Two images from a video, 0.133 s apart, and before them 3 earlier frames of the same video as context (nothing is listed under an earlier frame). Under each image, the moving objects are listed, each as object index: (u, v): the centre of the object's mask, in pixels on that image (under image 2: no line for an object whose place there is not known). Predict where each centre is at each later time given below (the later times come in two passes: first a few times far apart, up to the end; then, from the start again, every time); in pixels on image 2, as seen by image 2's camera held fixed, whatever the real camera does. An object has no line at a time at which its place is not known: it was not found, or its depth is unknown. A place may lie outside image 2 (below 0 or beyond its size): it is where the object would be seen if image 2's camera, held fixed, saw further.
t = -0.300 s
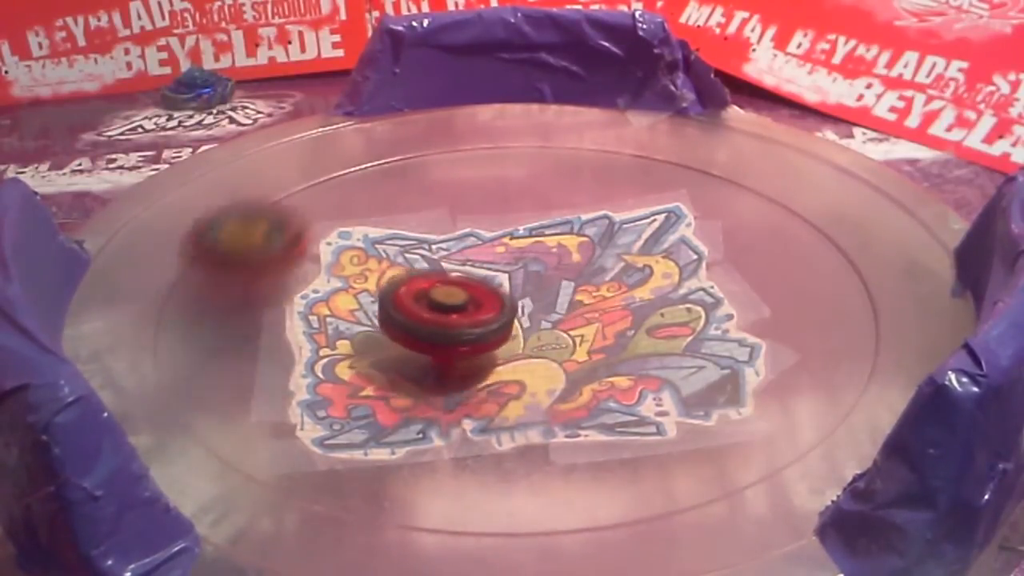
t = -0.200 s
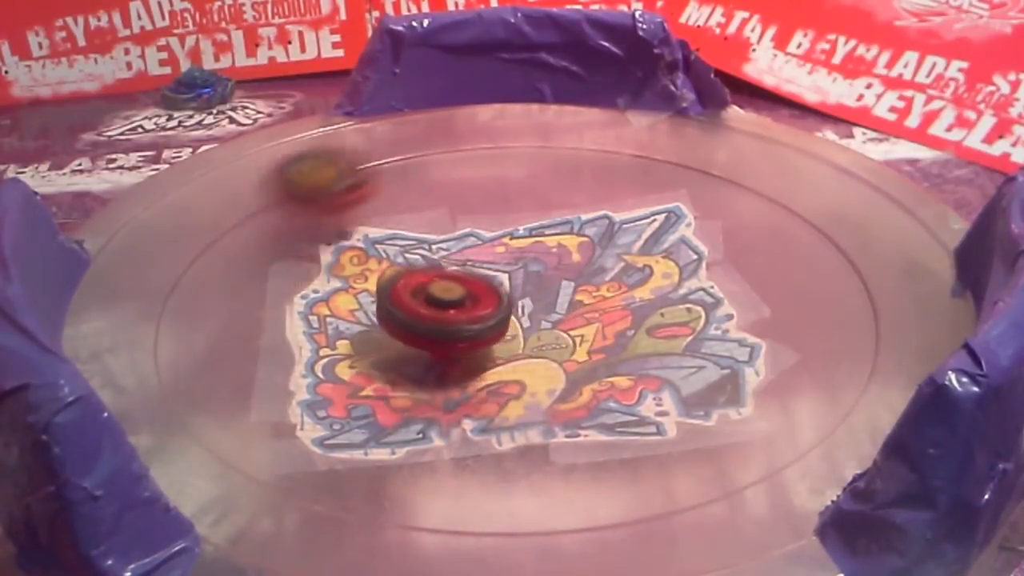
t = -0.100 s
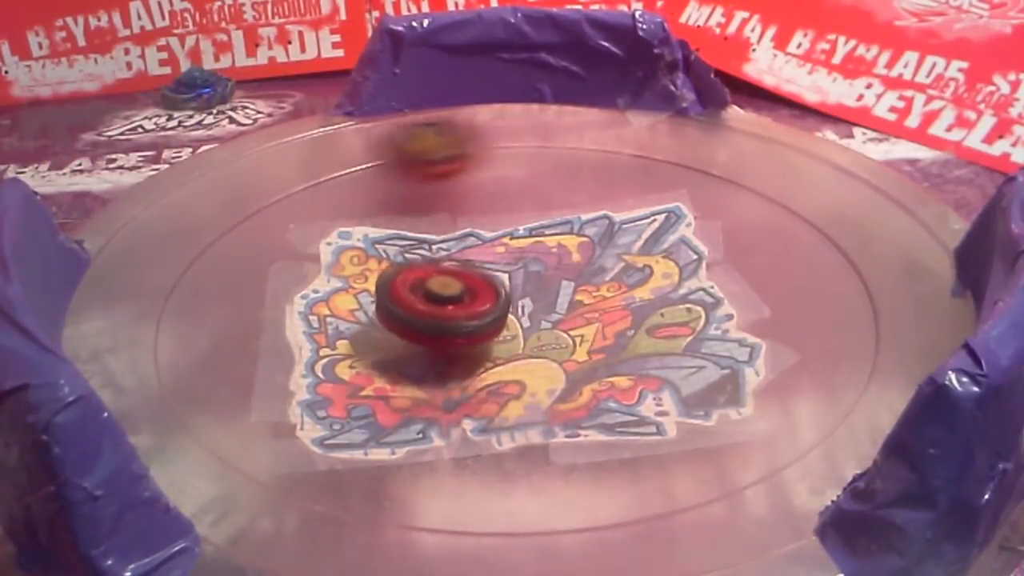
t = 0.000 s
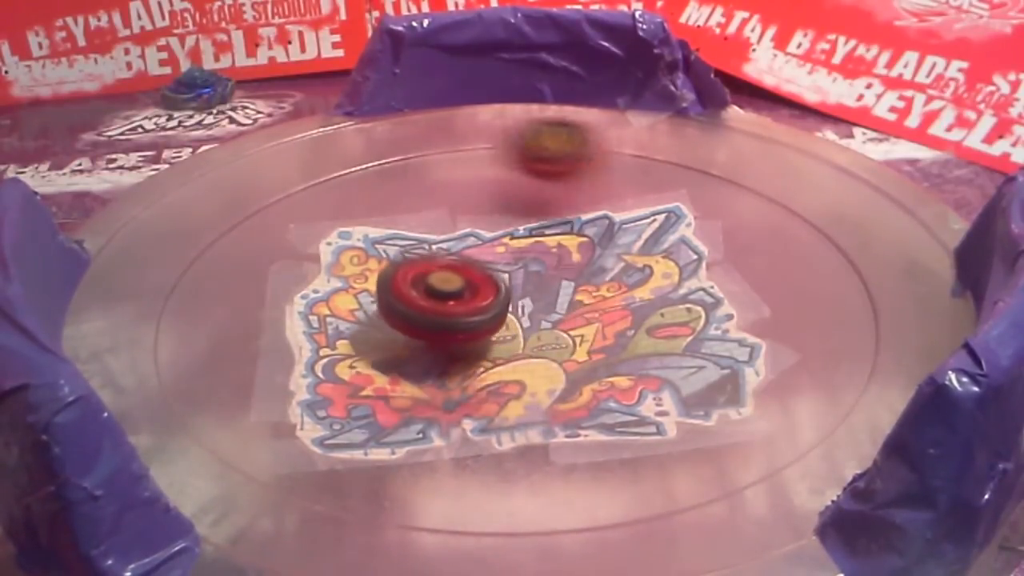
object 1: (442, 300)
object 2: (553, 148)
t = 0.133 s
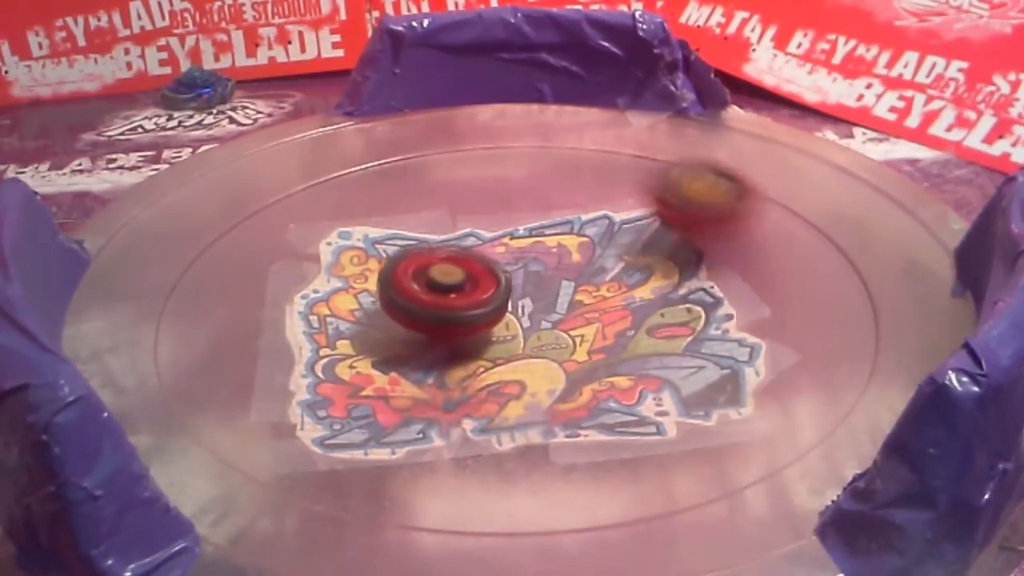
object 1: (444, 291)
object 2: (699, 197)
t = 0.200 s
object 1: (446, 288)
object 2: (749, 245)
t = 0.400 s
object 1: (459, 276)
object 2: (636, 409)
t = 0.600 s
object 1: (478, 267)
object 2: (271, 399)
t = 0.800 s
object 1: (499, 267)
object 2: (240, 248)
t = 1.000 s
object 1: (519, 268)
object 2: (456, 173)
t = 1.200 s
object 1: (537, 273)
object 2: (695, 216)
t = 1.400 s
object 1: (549, 279)
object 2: (755, 367)
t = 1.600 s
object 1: (560, 283)
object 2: (433, 441)
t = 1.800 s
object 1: (564, 294)
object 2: (257, 317)
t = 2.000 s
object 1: (563, 304)
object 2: (413, 199)
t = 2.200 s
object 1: (556, 312)
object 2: (653, 185)
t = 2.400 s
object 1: (544, 321)
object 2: (789, 294)
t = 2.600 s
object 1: (532, 327)
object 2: (555, 420)
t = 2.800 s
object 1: (514, 330)
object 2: (287, 344)
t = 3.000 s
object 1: (495, 326)
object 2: (359, 206)
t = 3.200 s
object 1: (479, 320)
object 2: (575, 168)
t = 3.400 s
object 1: (467, 313)
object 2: (733, 267)
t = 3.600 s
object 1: (460, 302)
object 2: (582, 408)
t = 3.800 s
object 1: (459, 294)
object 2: (281, 364)
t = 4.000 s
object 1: (462, 286)
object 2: (309, 228)
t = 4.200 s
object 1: (475, 279)
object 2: (527, 187)
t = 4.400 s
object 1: (494, 275)
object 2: (711, 264)
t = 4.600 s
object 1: (514, 273)
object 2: (637, 407)
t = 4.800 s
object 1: (535, 274)
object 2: (336, 397)
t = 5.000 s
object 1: (548, 278)
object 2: (320, 267)
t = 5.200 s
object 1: (559, 282)
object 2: (519, 198)
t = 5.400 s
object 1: (566, 292)
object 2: (717, 240)
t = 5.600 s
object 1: (566, 301)
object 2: (685, 380)
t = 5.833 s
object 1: (559, 310)
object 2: (361, 377)
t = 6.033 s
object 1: (544, 318)
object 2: (345, 249)
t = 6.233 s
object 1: (528, 326)
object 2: (530, 182)
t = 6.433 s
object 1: (511, 327)
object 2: (699, 249)
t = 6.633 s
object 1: (494, 326)
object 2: (614, 385)
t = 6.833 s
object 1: (476, 321)
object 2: (348, 373)
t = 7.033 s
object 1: (461, 315)
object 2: (318, 254)
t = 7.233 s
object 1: (453, 306)
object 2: (504, 213)
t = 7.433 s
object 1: (454, 295)
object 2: (683, 273)
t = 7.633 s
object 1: (460, 288)
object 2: (614, 395)
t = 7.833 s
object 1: (474, 281)
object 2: (350, 387)
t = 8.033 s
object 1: (494, 277)
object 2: (343, 270)
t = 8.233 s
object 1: (517, 278)
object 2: (532, 202)
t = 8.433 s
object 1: (541, 280)
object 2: (706, 253)
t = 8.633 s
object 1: (557, 282)
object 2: (641, 380)
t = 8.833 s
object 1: (569, 289)
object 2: (385, 370)
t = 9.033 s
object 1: (573, 298)
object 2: (355, 252)
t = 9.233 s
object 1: (571, 307)
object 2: (524, 197)
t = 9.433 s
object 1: (559, 314)
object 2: (678, 265)
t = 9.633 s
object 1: (432, 325)
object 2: (790, 358)
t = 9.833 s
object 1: (417, 334)
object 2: (607, 449)
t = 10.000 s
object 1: (415, 326)
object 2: (398, 410)
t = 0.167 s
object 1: (444, 290)
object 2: (727, 219)
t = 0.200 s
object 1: (446, 288)
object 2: (749, 245)
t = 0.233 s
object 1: (448, 286)
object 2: (760, 271)
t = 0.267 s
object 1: (450, 283)
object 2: (763, 305)
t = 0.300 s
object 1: (451, 282)
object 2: (754, 332)
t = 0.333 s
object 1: (454, 280)
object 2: (729, 367)
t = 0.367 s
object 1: (456, 278)
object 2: (686, 394)
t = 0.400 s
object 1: (459, 276)
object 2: (636, 409)
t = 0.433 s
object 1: (461, 274)
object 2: (580, 425)
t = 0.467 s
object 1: (465, 273)
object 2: (508, 434)
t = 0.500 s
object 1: (468, 272)
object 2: (446, 435)
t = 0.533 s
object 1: (471, 270)
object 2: (381, 427)
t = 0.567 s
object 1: (474, 268)
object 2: (327, 418)
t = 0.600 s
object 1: (478, 267)
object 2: (271, 399)
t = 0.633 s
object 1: (481, 267)
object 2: (236, 374)
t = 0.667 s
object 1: (485, 267)
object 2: (219, 355)
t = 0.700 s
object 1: (488, 267)
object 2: (208, 323)
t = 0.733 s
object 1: (492, 267)
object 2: (209, 295)
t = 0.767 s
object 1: (496, 267)
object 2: (220, 272)
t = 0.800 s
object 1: (499, 267)
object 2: (240, 248)
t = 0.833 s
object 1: (503, 267)
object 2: (267, 227)
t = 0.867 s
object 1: (506, 268)
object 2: (300, 210)
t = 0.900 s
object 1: (510, 267)
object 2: (335, 197)
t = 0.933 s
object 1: (513, 267)
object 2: (375, 185)
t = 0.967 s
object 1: (516, 267)
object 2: (413, 178)
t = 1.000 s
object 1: (519, 268)
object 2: (456, 173)
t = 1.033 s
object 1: (522, 269)
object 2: (499, 173)
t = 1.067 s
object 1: (525, 270)
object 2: (542, 175)
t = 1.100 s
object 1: (528, 271)
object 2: (585, 182)
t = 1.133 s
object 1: (531, 273)
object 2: (623, 192)
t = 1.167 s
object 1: (534, 272)
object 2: (664, 204)
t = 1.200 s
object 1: (537, 273)
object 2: (695, 216)
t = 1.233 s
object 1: (539, 274)
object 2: (728, 238)
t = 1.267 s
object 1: (541, 274)
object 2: (751, 257)
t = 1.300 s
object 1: (544, 276)
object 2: (768, 282)
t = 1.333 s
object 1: (545, 277)
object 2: (775, 307)
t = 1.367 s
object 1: (547, 278)
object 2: (771, 334)
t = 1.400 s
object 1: (549, 279)
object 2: (755, 367)
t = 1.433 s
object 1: (551, 280)
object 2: (725, 393)
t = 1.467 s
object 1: (553, 280)
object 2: (682, 412)
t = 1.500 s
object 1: (555, 281)
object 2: (621, 429)
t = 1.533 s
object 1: (557, 282)
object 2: (556, 443)
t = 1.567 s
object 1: (558, 283)
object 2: (493, 444)
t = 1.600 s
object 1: (560, 283)
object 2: (433, 441)
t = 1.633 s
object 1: (561, 286)
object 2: (376, 426)
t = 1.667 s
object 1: (562, 287)
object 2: (335, 413)
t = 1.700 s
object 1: (563, 289)
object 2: (291, 392)
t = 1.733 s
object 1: (564, 291)
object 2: (266, 366)
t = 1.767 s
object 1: (564, 293)
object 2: (256, 347)
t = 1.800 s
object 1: (564, 294)
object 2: (257, 317)
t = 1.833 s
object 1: (565, 296)
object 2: (266, 293)
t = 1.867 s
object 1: (565, 297)
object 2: (284, 272)
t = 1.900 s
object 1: (565, 299)
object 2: (309, 250)
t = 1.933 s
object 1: (565, 300)
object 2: (343, 232)
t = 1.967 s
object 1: (564, 303)
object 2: (375, 212)
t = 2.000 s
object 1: (563, 304)
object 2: (413, 199)
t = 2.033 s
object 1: (563, 306)
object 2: (453, 185)
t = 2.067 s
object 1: (562, 307)
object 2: (492, 177)
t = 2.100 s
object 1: (561, 308)
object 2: (534, 173)
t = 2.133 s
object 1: (560, 310)
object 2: (573, 172)
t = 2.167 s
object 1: (558, 311)
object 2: (614, 179)
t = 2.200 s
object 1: (556, 312)
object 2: (653, 185)
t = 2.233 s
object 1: (553, 314)
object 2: (689, 194)
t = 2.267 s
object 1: (552, 315)
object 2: (720, 207)
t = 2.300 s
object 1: (549, 317)
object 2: (749, 224)
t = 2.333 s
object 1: (548, 318)
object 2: (771, 246)
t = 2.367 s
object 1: (546, 319)
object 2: (785, 268)
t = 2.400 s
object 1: (544, 321)
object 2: (789, 294)
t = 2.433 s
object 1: (542, 322)
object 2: (782, 322)
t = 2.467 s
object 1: (540, 323)
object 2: (762, 351)
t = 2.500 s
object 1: (538, 325)
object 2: (729, 377)
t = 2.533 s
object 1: (536, 326)
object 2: (677, 398)
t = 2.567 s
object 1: (534, 327)
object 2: (615, 411)
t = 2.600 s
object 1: (532, 327)
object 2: (555, 420)
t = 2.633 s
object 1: (530, 327)
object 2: (492, 419)
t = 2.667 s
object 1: (527, 330)
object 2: (437, 414)
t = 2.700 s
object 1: (524, 331)
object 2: (383, 403)
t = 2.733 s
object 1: (521, 331)
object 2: (346, 391)
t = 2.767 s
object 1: (517, 331)
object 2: (309, 366)
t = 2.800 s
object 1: (514, 330)
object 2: (287, 344)
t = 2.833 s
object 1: (511, 330)
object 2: (278, 317)
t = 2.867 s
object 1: (508, 329)
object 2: (277, 291)
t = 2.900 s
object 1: (505, 329)
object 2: (287, 268)
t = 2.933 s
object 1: (502, 328)
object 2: (305, 247)
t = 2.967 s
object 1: (499, 327)
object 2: (333, 223)
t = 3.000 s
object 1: (495, 326)
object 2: (359, 206)
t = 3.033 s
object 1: (493, 326)
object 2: (392, 187)
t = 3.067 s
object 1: (489, 325)
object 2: (427, 175)
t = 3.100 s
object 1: (487, 324)
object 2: (462, 168)
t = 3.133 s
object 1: (485, 323)
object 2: (500, 164)
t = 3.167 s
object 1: (482, 322)
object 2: (537, 164)
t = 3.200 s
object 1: (479, 320)
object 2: (575, 168)
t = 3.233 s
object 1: (476, 319)
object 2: (614, 177)
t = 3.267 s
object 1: (474, 318)
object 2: (647, 190)
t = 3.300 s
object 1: (472, 316)
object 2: (678, 205)
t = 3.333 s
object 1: (470, 315)
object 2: (704, 221)
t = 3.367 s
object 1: (469, 314)
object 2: (721, 243)
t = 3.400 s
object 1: (467, 313)
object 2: (733, 267)
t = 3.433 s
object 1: (466, 311)
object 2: (739, 293)
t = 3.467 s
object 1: (465, 310)
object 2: (732, 322)
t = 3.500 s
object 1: (463, 308)
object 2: (712, 350)
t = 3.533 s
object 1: (462, 306)
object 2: (674, 378)
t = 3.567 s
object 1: (461, 304)
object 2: (630, 394)
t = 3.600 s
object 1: (460, 302)
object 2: (582, 408)
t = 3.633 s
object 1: (460, 301)
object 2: (525, 414)
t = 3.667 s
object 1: (460, 299)
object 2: (467, 416)
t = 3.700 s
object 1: (459, 298)
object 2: (412, 407)
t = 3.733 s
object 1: (459, 297)
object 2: (360, 401)
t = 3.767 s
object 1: (459, 294)
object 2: (317, 385)
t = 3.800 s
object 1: (459, 294)
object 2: (281, 364)
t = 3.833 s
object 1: (459, 292)
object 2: (260, 346)
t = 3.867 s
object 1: (459, 290)
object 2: (251, 315)
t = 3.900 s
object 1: (460, 289)
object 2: (255, 290)
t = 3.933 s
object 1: (461, 288)
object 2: (263, 271)
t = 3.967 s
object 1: (462, 287)
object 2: (279, 255)
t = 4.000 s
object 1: (462, 286)
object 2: (309, 228)
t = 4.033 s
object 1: (464, 285)
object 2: (339, 215)
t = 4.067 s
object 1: (466, 284)
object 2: (370, 204)
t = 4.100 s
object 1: (468, 282)
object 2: (410, 193)
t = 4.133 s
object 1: (470, 281)
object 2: (447, 186)
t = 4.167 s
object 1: (472, 280)
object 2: (485, 184)
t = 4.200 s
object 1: (475, 279)
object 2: (527, 187)
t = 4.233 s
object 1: (478, 278)
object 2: (564, 191)
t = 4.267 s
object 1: (481, 278)
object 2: (599, 202)
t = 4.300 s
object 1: (485, 277)
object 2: (634, 214)
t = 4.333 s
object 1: (488, 277)
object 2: (665, 230)
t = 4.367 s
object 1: (491, 276)
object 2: (691, 246)
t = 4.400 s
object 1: (494, 275)
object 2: (711, 264)
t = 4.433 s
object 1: (497, 275)
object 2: (726, 287)
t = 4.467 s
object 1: (500, 275)
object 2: (733, 313)
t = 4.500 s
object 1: (504, 273)
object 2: (728, 337)
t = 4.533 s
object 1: (508, 273)
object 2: (713, 365)
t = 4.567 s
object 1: (510, 272)
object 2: (680, 388)
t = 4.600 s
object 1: (514, 273)
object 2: (637, 407)
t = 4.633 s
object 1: (518, 272)
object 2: (590, 419)
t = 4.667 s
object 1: (521, 272)
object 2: (532, 426)
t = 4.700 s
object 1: (525, 273)
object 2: (478, 427)
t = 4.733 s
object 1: (528, 273)
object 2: (420, 422)
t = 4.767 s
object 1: (532, 274)
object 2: (370, 408)
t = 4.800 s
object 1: (535, 274)
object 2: (336, 397)
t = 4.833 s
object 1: (537, 275)
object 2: (303, 377)
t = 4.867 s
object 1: (540, 276)
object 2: (286, 352)
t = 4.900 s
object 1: (542, 276)
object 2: (282, 327)
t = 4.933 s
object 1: (544, 277)
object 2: (285, 307)
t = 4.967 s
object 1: (545, 277)
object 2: (300, 286)
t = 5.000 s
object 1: (548, 278)
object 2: (320, 267)
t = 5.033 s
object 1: (550, 279)
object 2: (344, 250)
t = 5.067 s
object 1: (552, 280)
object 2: (372, 235)
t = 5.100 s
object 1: (554, 281)
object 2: (405, 221)
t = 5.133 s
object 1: (556, 281)
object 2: (443, 211)
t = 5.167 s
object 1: (558, 282)
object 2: (480, 204)
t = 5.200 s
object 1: (559, 282)
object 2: (519, 198)
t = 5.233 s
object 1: (560, 283)
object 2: (558, 195)
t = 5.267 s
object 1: (562, 286)
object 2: (594, 200)
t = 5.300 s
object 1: (562, 286)
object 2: (631, 211)
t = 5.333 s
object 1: (564, 289)
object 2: (664, 215)
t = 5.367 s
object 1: (565, 290)
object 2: (693, 225)
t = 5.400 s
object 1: (566, 292)
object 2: (717, 240)
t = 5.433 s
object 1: (567, 293)
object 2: (738, 258)
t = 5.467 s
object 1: (567, 295)
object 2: (751, 281)
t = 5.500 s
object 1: (567, 297)
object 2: (753, 306)
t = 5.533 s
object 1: (567, 298)
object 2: (746, 332)
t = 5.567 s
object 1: (566, 299)
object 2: (725, 359)
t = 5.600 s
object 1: (566, 301)
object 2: (685, 380)
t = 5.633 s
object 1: (565, 302)
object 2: (641, 392)
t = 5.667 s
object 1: (565, 303)
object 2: (593, 402)
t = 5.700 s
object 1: (565, 305)
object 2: (539, 412)
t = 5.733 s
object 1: (564, 306)
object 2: (493, 405)
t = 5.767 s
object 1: (563, 308)
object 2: (439, 402)
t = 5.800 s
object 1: (561, 311)
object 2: (394, 392)
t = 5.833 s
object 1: (559, 310)
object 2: (361, 377)
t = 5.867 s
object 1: (557, 311)
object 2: (334, 357)
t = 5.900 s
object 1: (554, 313)
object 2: (320, 335)
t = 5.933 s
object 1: (551, 315)
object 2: (311, 310)
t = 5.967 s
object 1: (548, 316)
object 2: (317, 289)
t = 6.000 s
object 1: (546, 317)
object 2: (328, 270)
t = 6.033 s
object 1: (544, 318)
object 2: (345, 249)
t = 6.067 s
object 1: (541, 320)
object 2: (368, 233)
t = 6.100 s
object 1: (539, 321)
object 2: (394, 218)
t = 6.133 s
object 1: (537, 322)
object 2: (426, 203)
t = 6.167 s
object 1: (533, 324)
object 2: (459, 194)
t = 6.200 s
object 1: (531, 324)
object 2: (495, 184)
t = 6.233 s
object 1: (528, 326)
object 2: (530, 182)
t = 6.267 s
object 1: (525, 327)
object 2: (566, 184)
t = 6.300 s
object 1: (522, 327)
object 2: (599, 193)
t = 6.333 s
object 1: (520, 328)
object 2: (632, 206)
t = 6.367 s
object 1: (517, 328)
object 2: (659, 216)
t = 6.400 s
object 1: (514, 327)
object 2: (685, 232)
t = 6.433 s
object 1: (511, 327)
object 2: (699, 249)
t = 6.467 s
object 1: (508, 327)
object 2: (712, 275)
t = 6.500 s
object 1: (505, 327)
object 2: (715, 297)
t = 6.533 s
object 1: (502, 326)
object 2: (706, 322)
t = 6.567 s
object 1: (499, 326)
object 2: (687, 348)
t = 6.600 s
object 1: (497, 326)
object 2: (657, 368)
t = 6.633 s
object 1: (494, 326)
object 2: (614, 385)
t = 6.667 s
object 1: (490, 323)
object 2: (568, 394)
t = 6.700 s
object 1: (487, 319)
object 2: (514, 399)
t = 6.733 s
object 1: (486, 320)
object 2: (471, 399)
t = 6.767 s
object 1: (484, 318)
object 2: (421, 397)
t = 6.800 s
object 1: (479, 322)
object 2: (380, 389)
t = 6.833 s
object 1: (476, 321)
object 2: (348, 373)
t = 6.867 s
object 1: (474, 320)
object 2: (314, 355)
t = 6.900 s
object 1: (471, 319)
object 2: (296, 330)
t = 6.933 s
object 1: (469, 318)
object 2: (287, 311)
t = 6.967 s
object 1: (466, 317)
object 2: (291, 290)
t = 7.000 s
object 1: (464, 316)
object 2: (302, 271)
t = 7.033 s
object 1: (461, 315)
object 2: (318, 254)
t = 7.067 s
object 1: (459, 312)
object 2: (342, 240)
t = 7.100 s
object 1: (458, 312)
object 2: (370, 229)
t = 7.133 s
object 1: (456, 310)
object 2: (402, 217)
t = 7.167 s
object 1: (455, 309)
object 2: (434, 213)
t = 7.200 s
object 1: (454, 307)
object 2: (470, 211)
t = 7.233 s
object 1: (453, 306)
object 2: (504, 213)
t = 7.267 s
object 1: (453, 303)
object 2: (538, 217)
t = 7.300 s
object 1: (453, 301)
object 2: (578, 218)
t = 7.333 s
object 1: (453, 300)
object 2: (611, 224)
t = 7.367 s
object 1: (454, 299)
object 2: (639, 234)
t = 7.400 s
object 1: (454, 297)
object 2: (664, 252)
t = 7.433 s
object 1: (454, 295)
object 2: (683, 273)
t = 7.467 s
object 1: (454, 294)
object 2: (694, 292)
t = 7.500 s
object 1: (455, 292)
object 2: (699, 315)
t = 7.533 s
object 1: (456, 291)
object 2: (696, 338)
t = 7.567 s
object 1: (458, 290)
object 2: (679, 358)
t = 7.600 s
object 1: (459, 289)
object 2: (653, 379)
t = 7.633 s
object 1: (460, 288)
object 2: (614, 395)
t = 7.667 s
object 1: (462, 287)
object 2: (573, 405)
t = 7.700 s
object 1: (464, 285)
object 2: (524, 410)
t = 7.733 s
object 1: (466, 284)
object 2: (473, 411)
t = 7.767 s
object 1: (468, 282)
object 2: (426, 404)
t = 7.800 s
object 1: (471, 282)
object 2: (383, 397)
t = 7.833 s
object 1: (474, 281)
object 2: (350, 387)
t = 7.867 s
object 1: (477, 280)
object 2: (324, 365)
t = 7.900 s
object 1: (480, 280)
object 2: (310, 346)
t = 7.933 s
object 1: (483, 279)
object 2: (307, 324)
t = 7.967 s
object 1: (487, 278)
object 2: (311, 305)
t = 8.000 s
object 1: (490, 278)
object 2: (326, 286)
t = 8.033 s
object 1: (494, 277)
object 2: (343, 270)
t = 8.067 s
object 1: (497, 276)
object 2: (369, 253)
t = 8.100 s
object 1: (500, 276)
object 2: (396, 245)
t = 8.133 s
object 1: (501, 286)
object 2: (426, 229)
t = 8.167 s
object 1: (506, 285)
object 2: (457, 218)
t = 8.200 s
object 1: (513, 279)
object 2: (495, 204)
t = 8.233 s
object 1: (517, 278)
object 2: (532, 202)
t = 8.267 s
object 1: (520, 278)
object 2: (572, 209)
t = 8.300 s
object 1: (524, 279)
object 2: (600, 216)
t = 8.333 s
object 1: (527, 279)
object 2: (634, 216)
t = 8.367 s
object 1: (533, 279)
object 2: (664, 230)
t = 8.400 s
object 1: (537, 280)
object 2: (690, 240)
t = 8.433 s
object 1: (541, 280)
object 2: (706, 253)
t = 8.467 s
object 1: (544, 280)
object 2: (721, 275)
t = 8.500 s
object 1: (548, 280)
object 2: (729, 298)
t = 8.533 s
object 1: (550, 280)
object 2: (723, 322)
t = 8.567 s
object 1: (553, 281)
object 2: (709, 343)
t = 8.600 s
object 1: (555, 281)
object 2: (674, 366)
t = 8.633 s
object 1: (557, 282)
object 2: (641, 380)
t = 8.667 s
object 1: (560, 282)
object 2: (598, 388)
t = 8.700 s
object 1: (562, 283)
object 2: (551, 396)
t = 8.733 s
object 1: (564, 283)
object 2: (500, 395)
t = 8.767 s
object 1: (566, 284)
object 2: (458, 392)
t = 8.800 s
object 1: (568, 286)
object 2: (418, 383)
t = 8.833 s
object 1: (569, 289)
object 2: (385, 370)
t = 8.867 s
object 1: (571, 290)
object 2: (356, 355)
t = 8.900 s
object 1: (571, 292)
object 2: (339, 330)
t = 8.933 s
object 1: (572, 293)
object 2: (331, 313)
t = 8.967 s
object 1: (573, 295)
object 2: (332, 291)
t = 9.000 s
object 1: (573, 297)
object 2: (340, 273)
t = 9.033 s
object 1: (573, 298)
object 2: (355, 252)
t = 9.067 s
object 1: (574, 300)
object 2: (374, 240)
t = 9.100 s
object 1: (574, 301)
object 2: (402, 221)
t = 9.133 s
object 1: (573, 302)
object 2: (429, 212)
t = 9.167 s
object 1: (573, 304)
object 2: (461, 200)
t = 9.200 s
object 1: (572, 306)
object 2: (492, 197)
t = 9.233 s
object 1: (571, 307)
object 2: (524, 197)
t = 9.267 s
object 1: (570, 308)
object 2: (559, 199)
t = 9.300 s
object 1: (568, 310)
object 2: (589, 208)
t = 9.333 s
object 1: (566, 311)
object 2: (619, 219)
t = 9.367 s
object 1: (563, 312)
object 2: (643, 229)
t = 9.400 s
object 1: (561, 313)
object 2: (663, 247)
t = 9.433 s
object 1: (559, 314)
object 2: (678, 265)
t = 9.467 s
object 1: (556, 315)
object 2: (683, 290)
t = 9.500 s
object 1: (541, 315)
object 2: (701, 304)
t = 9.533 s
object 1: (501, 319)
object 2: (745, 311)
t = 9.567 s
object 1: (470, 322)
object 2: (772, 322)
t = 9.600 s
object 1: (446, 324)
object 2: (787, 338)
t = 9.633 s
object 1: (432, 325)
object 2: (790, 358)
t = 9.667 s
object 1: (425, 326)
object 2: (787, 378)
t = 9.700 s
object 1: (422, 328)
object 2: (773, 399)
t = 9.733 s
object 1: (421, 329)
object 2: (745, 419)
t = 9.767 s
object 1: (419, 331)
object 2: (706, 434)
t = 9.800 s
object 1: (418, 333)
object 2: (661, 445)
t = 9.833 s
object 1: (417, 334)
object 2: (607, 449)
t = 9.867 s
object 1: (416, 336)
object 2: (557, 447)
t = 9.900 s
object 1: (414, 337)
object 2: (511, 438)
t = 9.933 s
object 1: (413, 337)
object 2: (469, 427)
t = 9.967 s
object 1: (412, 335)
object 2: (427, 416)
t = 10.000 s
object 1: (415, 326)
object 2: (398, 410)
